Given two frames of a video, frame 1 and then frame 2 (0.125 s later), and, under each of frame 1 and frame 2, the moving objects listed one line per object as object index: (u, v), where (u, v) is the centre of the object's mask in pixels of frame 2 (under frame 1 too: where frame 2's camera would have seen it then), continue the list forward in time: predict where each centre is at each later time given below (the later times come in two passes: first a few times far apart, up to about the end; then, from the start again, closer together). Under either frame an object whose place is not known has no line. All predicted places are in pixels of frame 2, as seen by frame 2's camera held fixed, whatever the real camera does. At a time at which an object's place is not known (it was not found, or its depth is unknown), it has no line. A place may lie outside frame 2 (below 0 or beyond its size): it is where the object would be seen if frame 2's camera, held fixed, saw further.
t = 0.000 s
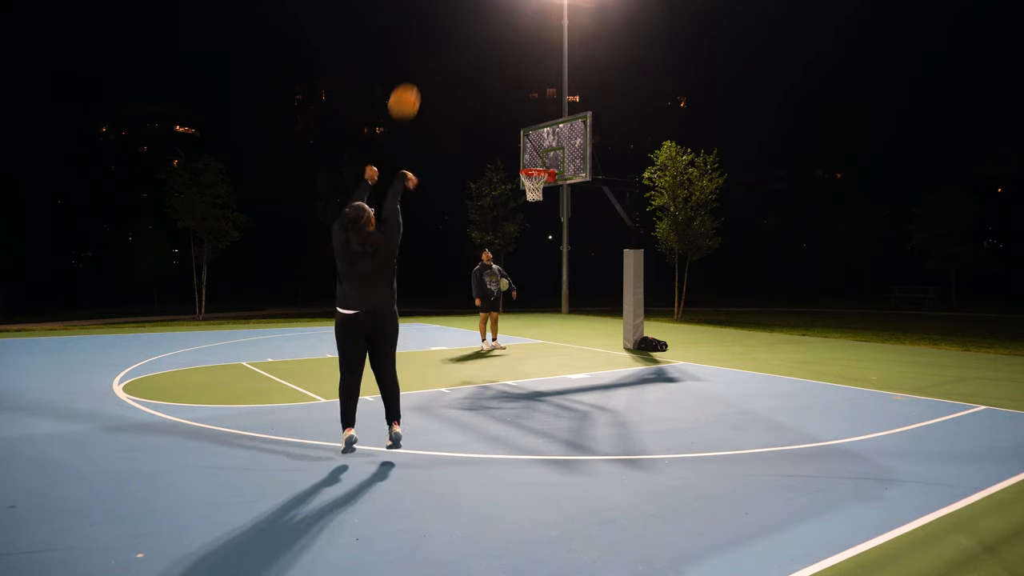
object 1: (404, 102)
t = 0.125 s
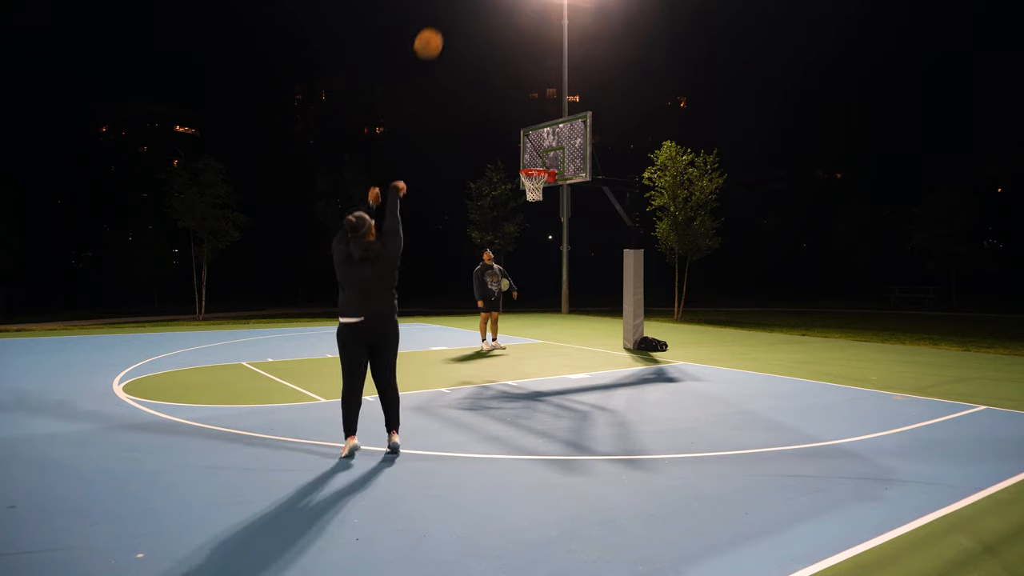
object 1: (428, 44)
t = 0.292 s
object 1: (453, 8)
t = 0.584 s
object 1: (484, 11)
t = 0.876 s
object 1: (505, 71)
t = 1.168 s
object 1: (518, 164)
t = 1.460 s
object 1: (507, 135)
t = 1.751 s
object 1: (497, 153)
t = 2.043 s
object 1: (488, 213)
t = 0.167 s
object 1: (435, 30)
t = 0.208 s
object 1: (441, 20)
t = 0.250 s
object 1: (447, 12)
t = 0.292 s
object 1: (453, 8)
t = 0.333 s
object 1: (459, 6)
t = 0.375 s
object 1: (463, 5)
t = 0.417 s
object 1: (468, 5)
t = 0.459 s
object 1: (473, 5)
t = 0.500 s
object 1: (476, 6)
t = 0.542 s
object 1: (480, 8)
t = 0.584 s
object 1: (484, 11)
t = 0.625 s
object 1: (487, 16)
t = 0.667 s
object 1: (490, 24)
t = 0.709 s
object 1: (494, 31)
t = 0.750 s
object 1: (496, 40)
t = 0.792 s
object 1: (499, 49)
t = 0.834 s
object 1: (502, 60)
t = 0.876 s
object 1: (505, 71)
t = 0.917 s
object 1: (507, 83)
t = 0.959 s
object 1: (510, 96)
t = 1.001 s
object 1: (512, 108)
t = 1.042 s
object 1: (514, 122)
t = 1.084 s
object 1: (515, 137)
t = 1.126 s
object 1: (516, 151)
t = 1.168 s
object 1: (518, 164)
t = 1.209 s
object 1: (517, 158)
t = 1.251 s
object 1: (515, 151)
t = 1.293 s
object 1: (514, 146)
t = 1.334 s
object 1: (512, 142)
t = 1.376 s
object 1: (511, 139)
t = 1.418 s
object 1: (509, 136)
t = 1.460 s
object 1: (507, 135)
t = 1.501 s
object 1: (506, 135)
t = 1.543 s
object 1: (504, 136)
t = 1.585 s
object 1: (503, 137)
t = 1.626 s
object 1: (502, 140)
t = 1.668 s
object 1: (500, 143)
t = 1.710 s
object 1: (499, 148)
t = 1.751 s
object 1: (497, 153)
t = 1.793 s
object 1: (496, 159)
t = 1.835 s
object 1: (495, 166)
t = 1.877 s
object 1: (493, 174)
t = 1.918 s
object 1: (492, 183)
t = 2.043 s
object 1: (488, 213)
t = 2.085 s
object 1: (487, 224)
